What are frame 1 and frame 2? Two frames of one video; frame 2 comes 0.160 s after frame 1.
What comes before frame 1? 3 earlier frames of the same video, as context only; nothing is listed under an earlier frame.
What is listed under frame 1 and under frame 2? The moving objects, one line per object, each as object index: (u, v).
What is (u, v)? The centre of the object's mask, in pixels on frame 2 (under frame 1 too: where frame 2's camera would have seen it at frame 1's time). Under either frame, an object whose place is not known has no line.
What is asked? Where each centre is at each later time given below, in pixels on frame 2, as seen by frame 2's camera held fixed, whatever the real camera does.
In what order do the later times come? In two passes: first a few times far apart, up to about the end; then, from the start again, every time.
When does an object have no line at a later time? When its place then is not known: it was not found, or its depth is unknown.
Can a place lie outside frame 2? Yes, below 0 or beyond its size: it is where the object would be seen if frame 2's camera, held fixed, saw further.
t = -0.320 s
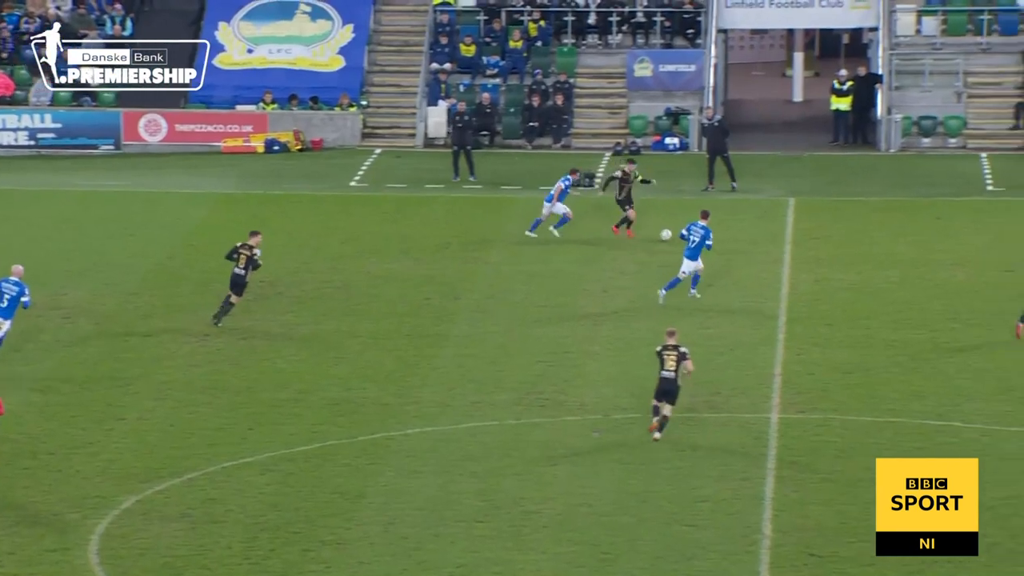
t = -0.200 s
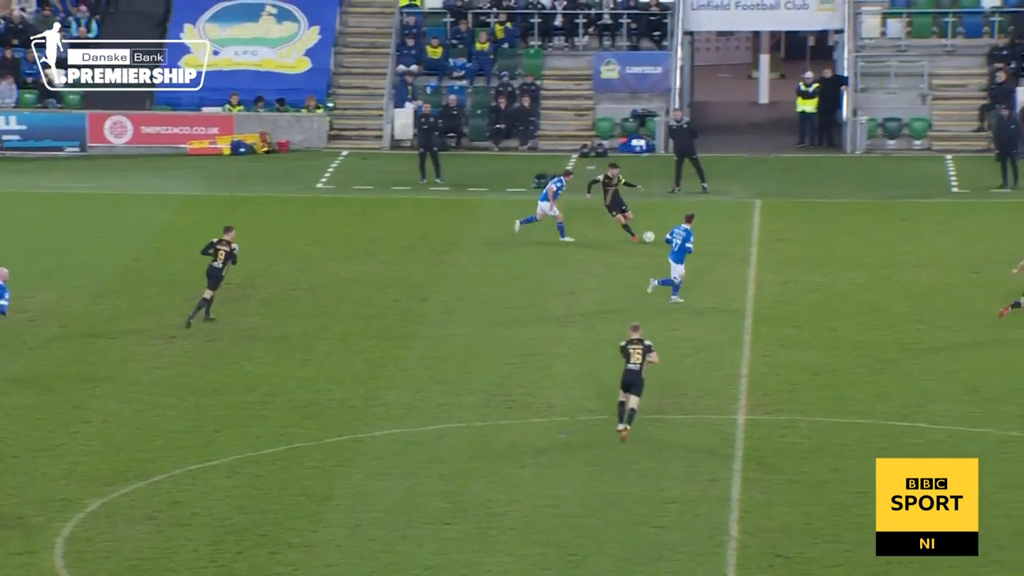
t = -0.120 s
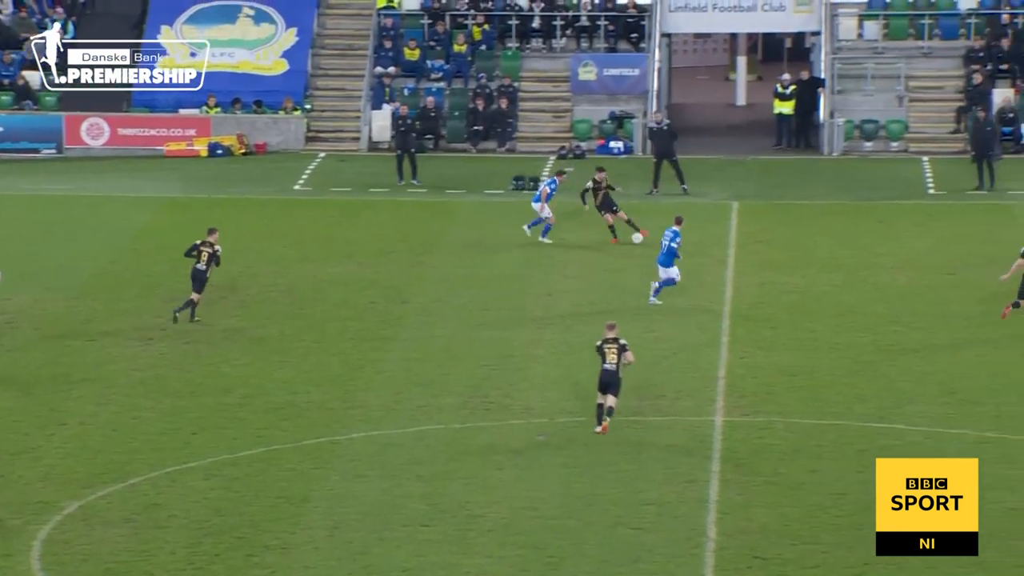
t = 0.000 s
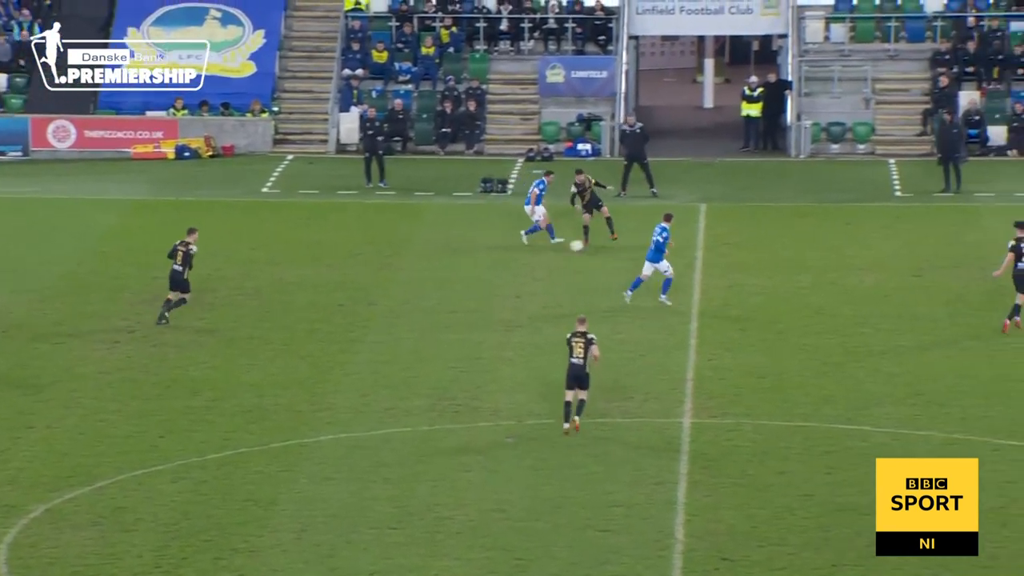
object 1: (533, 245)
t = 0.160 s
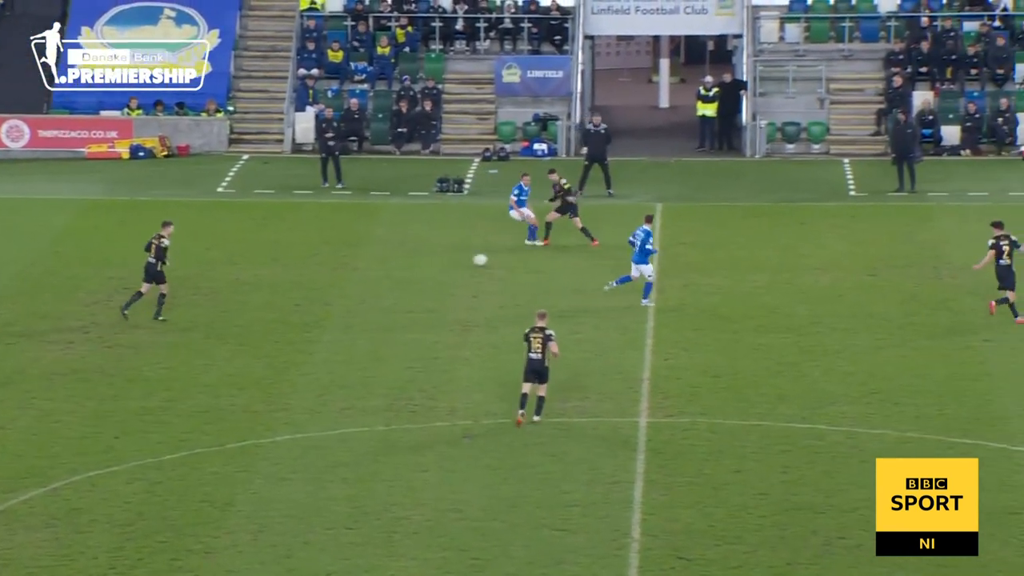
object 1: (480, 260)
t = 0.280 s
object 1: (442, 266)
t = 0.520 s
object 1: (372, 281)
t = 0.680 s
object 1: (328, 291)
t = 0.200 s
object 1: (467, 261)
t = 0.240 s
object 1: (455, 263)
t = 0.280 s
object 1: (442, 266)
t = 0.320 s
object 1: (429, 271)
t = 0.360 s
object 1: (417, 274)
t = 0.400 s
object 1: (406, 274)
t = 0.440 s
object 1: (394, 276)
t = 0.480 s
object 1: (383, 278)
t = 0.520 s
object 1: (372, 281)
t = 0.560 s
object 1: (360, 285)
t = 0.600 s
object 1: (348, 290)
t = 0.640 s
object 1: (338, 291)
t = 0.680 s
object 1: (328, 291)
